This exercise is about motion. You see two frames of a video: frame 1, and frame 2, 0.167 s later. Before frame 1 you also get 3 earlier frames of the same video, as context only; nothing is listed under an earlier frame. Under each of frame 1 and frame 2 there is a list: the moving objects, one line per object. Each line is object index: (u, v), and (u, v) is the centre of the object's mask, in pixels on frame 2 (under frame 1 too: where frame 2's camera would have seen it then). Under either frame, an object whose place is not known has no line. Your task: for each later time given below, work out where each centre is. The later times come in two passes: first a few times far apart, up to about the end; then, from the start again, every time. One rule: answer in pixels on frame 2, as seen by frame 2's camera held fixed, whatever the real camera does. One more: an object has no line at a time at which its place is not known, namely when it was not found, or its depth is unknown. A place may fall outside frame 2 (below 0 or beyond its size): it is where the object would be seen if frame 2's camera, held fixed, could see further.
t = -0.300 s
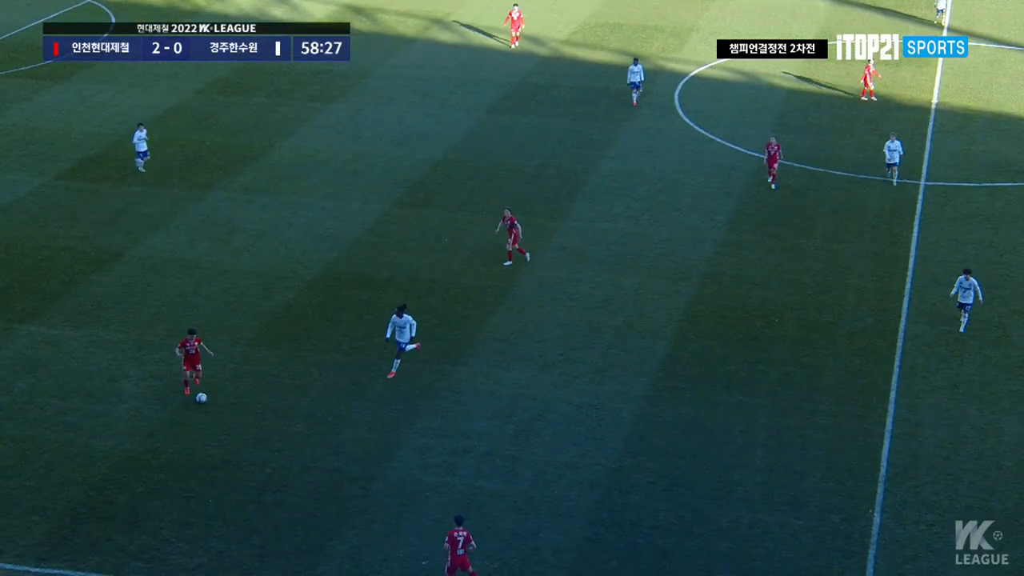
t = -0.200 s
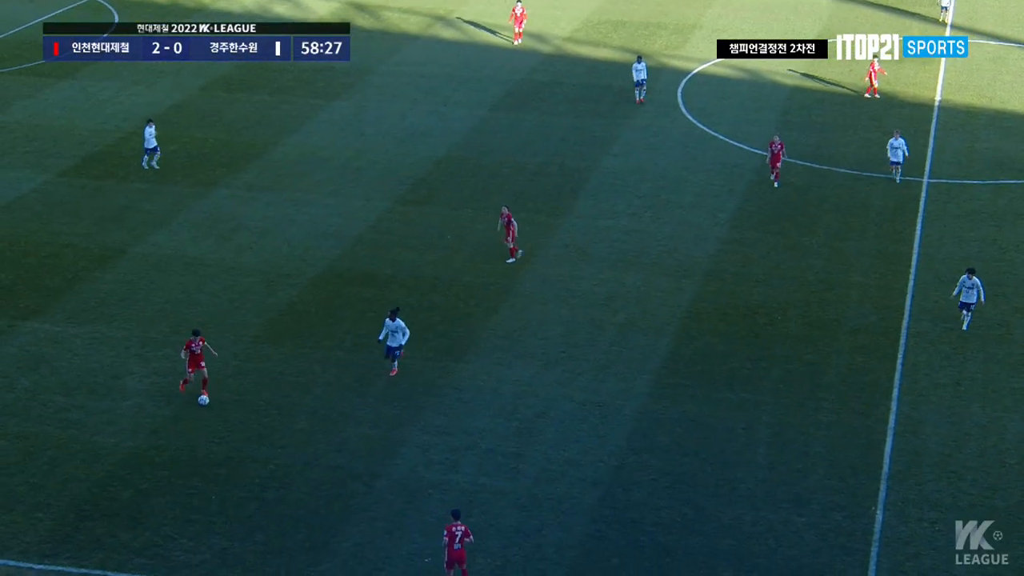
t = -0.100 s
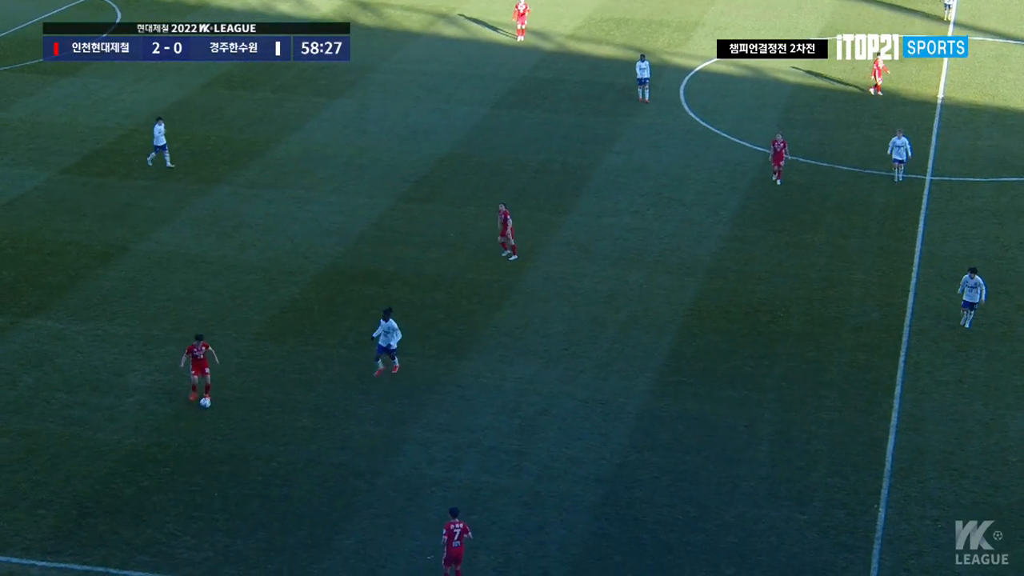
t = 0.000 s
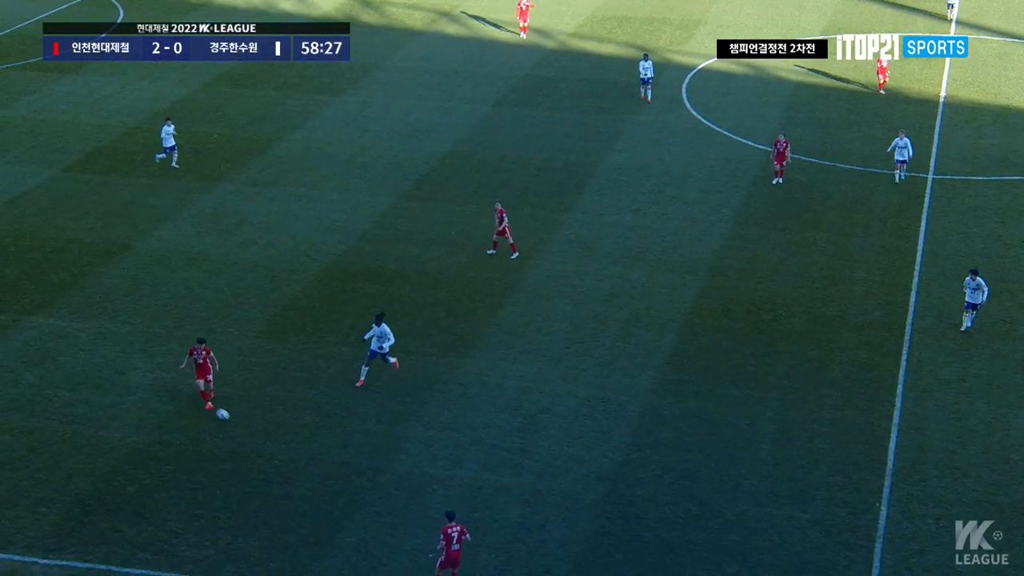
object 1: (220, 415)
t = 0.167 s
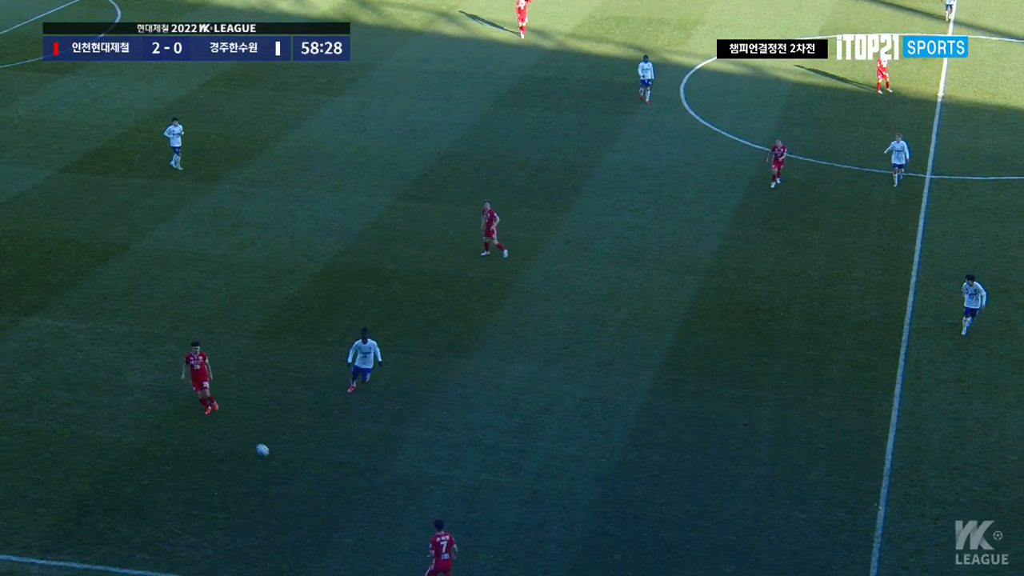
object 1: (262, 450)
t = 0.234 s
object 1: (277, 462)
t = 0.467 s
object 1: (331, 505)
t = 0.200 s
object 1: (270, 456)
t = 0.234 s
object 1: (277, 462)
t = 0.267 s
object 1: (285, 468)
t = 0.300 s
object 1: (293, 474)
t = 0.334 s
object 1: (301, 481)
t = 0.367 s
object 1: (309, 489)
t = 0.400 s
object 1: (317, 494)
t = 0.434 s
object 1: (324, 500)
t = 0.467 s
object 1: (331, 505)
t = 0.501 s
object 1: (338, 512)
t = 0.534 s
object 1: (345, 518)
